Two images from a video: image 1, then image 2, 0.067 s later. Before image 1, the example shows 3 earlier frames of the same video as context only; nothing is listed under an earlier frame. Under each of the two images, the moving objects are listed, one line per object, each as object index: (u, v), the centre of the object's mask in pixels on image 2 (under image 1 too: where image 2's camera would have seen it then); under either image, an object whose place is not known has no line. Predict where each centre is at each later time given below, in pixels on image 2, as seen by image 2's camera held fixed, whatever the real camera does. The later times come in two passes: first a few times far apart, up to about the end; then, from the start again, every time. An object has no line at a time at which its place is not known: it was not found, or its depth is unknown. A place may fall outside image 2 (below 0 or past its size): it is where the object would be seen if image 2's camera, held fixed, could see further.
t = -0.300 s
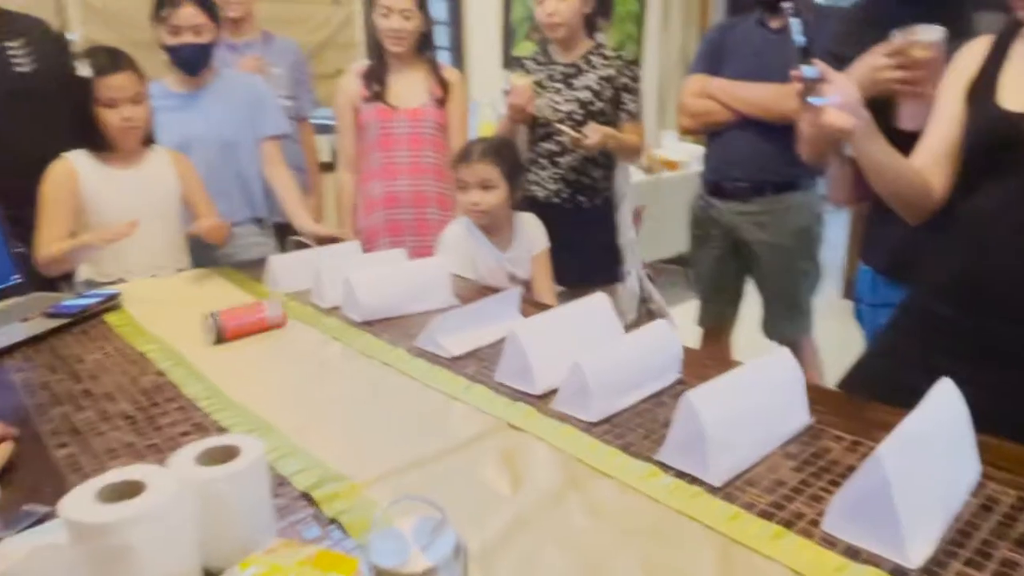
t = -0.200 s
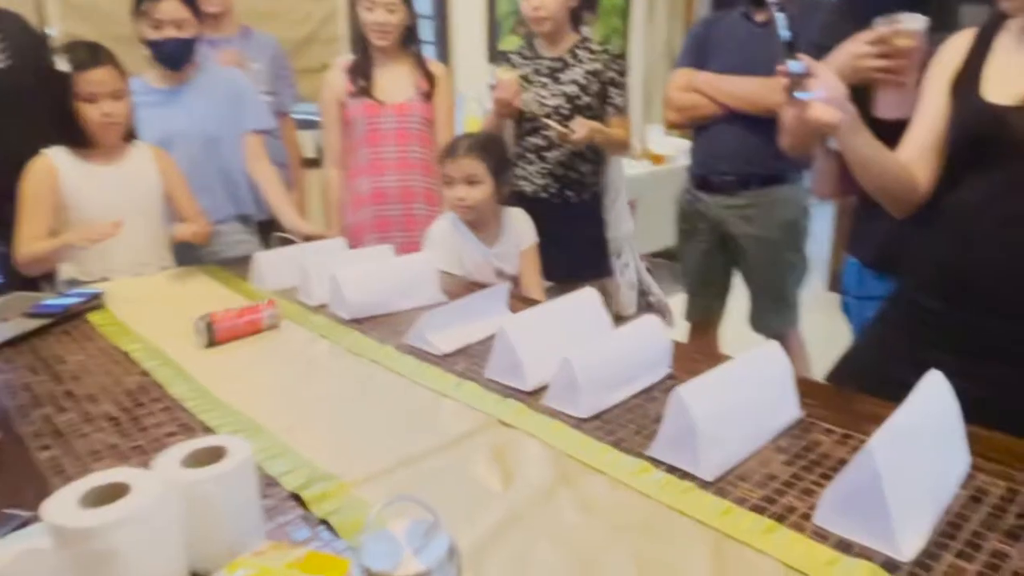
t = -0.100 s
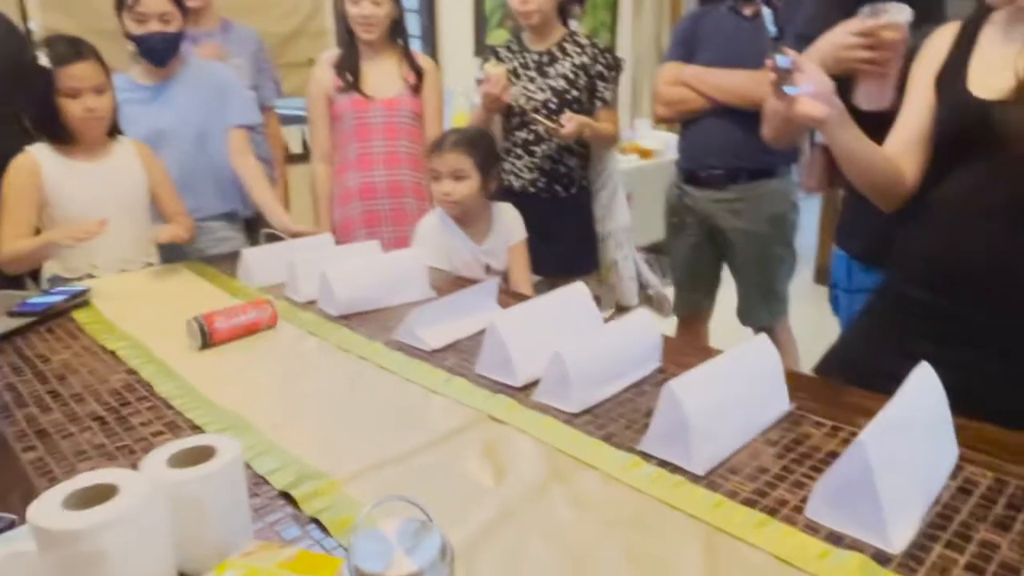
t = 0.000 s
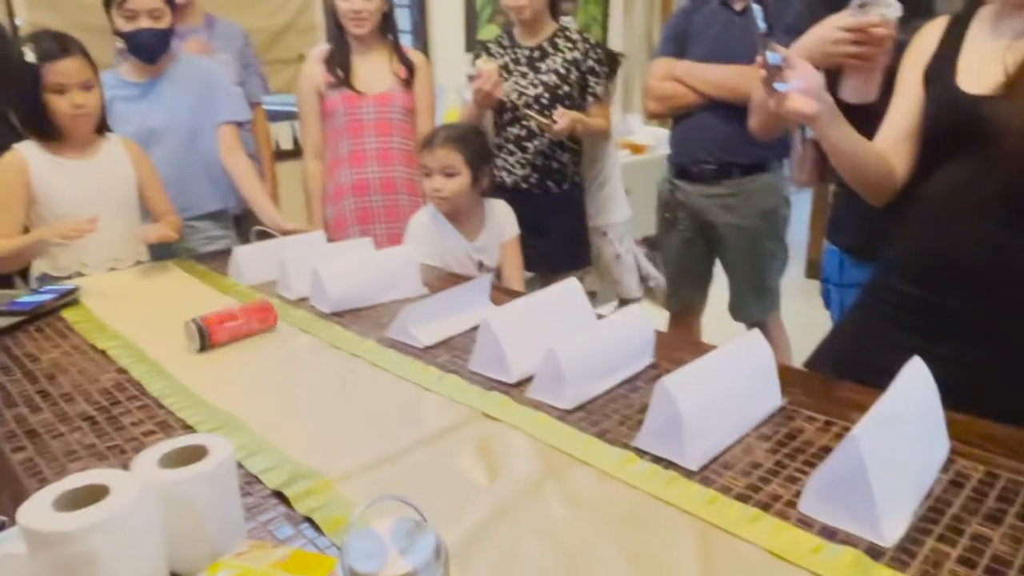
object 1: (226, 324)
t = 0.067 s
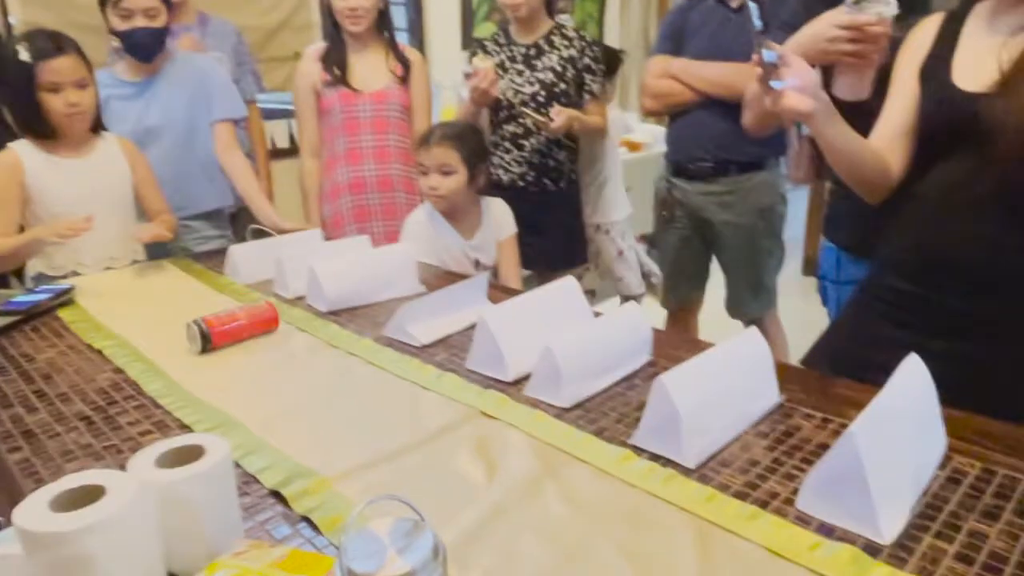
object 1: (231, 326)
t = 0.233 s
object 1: (244, 333)
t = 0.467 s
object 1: (261, 342)
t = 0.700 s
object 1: (280, 350)
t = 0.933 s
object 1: (298, 359)
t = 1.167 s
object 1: (316, 366)
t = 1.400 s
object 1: (334, 374)
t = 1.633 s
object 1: (351, 382)
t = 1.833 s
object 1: (366, 388)
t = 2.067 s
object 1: (381, 396)
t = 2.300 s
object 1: (397, 403)
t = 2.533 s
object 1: (412, 409)
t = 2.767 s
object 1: (426, 415)
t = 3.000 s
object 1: (437, 421)
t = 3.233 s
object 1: (447, 425)
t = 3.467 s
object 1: (457, 429)
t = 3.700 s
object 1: (462, 432)
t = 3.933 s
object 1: (466, 434)
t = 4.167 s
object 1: (465, 433)
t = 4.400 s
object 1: (464, 433)
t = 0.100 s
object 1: (234, 327)
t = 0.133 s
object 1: (236, 329)
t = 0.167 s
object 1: (238, 331)
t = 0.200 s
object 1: (240, 332)
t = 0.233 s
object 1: (244, 333)
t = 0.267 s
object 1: (246, 335)
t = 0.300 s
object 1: (249, 335)
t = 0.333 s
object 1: (252, 337)
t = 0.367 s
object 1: (255, 338)
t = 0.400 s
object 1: (257, 339)
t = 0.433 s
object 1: (259, 341)
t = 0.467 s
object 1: (261, 342)
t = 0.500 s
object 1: (264, 343)
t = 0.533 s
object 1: (267, 343)
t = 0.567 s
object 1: (269, 344)
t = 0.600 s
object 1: (273, 345)
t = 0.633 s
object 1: (275, 347)
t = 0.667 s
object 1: (277, 348)
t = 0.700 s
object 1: (280, 350)
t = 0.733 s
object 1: (282, 352)
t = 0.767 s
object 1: (285, 352)
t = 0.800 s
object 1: (286, 353)
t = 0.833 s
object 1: (289, 355)
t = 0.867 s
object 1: (292, 355)
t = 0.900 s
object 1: (295, 357)
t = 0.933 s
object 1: (298, 359)
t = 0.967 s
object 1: (300, 360)
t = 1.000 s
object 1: (302, 361)
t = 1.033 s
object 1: (305, 362)
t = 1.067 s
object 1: (308, 362)
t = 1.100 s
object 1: (310, 364)
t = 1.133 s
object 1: (313, 365)
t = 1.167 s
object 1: (316, 366)
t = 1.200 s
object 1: (318, 367)
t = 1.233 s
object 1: (320, 369)
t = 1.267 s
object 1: (323, 370)
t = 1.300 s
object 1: (326, 371)
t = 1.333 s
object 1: (328, 372)
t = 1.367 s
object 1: (331, 373)
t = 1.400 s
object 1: (334, 374)
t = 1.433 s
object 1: (336, 374)
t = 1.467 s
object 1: (339, 376)
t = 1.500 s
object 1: (341, 378)
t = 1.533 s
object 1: (344, 378)
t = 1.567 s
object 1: (346, 380)
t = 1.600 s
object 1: (349, 381)
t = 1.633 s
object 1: (351, 382)
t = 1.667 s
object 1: (354, 384)
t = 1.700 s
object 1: (356, 385)
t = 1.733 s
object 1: (359, 386)
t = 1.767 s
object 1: (361, 387)
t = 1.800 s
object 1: (363, 387)
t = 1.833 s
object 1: (366, 388)
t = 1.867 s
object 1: (368, 389)
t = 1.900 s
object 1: (370, 391)
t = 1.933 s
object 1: (373, 392)
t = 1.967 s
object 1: (374, 394)
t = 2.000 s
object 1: (377, 394)
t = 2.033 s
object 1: (379, 395)
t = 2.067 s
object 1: (381, 396)
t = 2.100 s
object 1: (384, 397)
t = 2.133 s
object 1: (386, 398)
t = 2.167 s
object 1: (388, 398)
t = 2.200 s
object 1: (390, 399)
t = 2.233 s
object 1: (393, 401)
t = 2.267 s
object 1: (394, 402)
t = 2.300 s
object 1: (397, 403)
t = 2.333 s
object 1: (399, 404)
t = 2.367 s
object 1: (402, 405)
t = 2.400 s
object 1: (403, 406)
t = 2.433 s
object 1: (406, 408)
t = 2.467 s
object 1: (407, 409)
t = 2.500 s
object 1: (410, 408)
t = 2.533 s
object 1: (412, 409)
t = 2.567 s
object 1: (414, 410)
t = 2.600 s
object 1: (415, 411)
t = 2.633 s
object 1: (418, 412)
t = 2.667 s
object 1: (420, 413)
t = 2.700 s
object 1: (422, 413)
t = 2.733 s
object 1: (424, 414)
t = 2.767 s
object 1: (426, 415)
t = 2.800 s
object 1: (427, 416)
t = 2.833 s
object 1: (428, 418)
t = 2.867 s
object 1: (430, 418)
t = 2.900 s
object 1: (432, 419)
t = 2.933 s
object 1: (434, 420)
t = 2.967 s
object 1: (436, 420)
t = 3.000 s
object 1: (437, 421)
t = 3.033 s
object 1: (439, 422)
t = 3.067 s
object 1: (440, 422)
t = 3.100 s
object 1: (442, 422)
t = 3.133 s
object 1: (444, 423)
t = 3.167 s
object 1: (445, 424)
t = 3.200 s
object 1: (446, 424)
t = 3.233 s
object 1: (447, 425)
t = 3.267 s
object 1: (448, 426)
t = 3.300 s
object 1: (450, 426)
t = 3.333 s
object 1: (451, 427)
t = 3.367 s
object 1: (453, 427)
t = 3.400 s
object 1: (454, 428)
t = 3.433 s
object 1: (456, 429)
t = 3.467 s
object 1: (457, 429)
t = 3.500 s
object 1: (458, 429)
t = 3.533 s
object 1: (458, 430)
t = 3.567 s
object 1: (459, 430)
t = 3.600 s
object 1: (460, 431)
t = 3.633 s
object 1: (461, 431)
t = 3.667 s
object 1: (461, 432)
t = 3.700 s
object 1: (462, 432)
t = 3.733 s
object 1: (463, 432)
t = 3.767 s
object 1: (463, 433)
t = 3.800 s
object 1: (464, 433)
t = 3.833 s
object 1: (465, 433)
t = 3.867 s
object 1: (465, 434)
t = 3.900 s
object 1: (466, 433)
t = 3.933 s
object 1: (466, 434)
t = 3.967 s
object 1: (466, 434)
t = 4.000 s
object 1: (466, 434)
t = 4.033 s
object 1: (466, 434)
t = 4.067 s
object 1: (466, 433)
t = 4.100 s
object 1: (466, 433)
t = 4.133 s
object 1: (466, 433)
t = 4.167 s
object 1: (465, 433)
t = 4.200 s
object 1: (465, 433)
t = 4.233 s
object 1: (465, 433)
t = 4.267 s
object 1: (465, 433)
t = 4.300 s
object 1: (465, 433)
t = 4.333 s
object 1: (465, 433)
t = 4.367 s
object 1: (464, 433)
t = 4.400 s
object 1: (464, 433)
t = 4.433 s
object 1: (464, 433)
